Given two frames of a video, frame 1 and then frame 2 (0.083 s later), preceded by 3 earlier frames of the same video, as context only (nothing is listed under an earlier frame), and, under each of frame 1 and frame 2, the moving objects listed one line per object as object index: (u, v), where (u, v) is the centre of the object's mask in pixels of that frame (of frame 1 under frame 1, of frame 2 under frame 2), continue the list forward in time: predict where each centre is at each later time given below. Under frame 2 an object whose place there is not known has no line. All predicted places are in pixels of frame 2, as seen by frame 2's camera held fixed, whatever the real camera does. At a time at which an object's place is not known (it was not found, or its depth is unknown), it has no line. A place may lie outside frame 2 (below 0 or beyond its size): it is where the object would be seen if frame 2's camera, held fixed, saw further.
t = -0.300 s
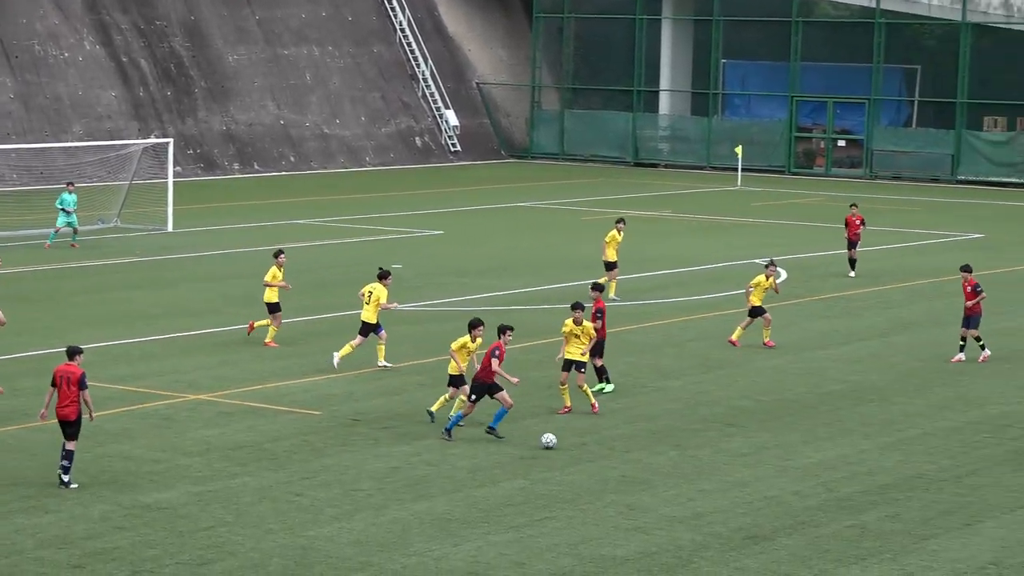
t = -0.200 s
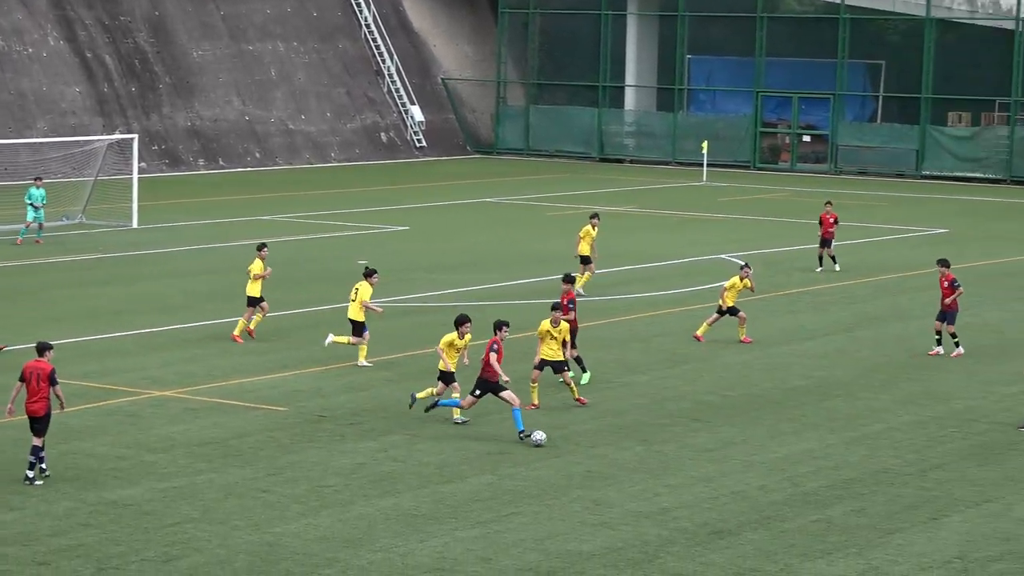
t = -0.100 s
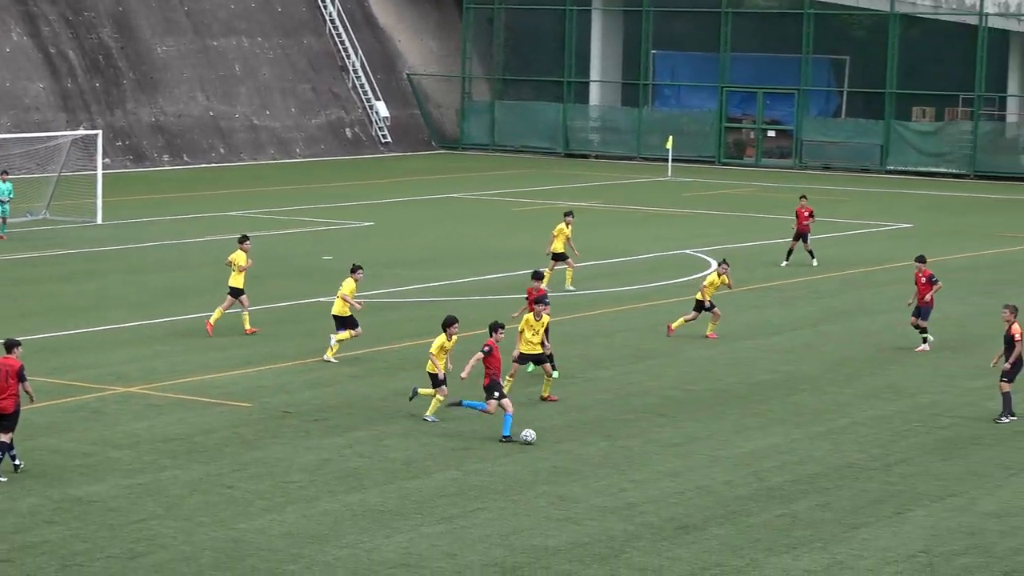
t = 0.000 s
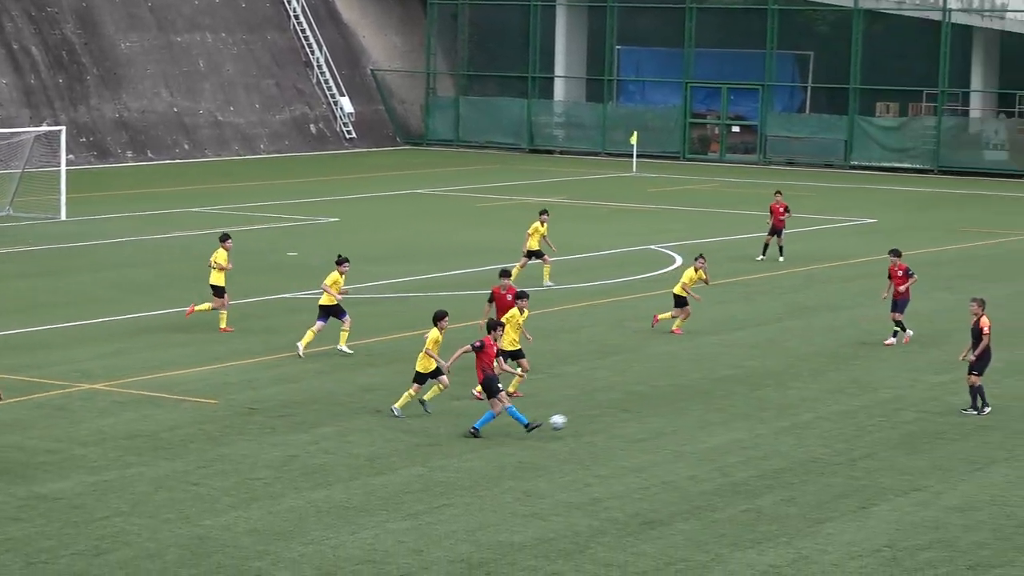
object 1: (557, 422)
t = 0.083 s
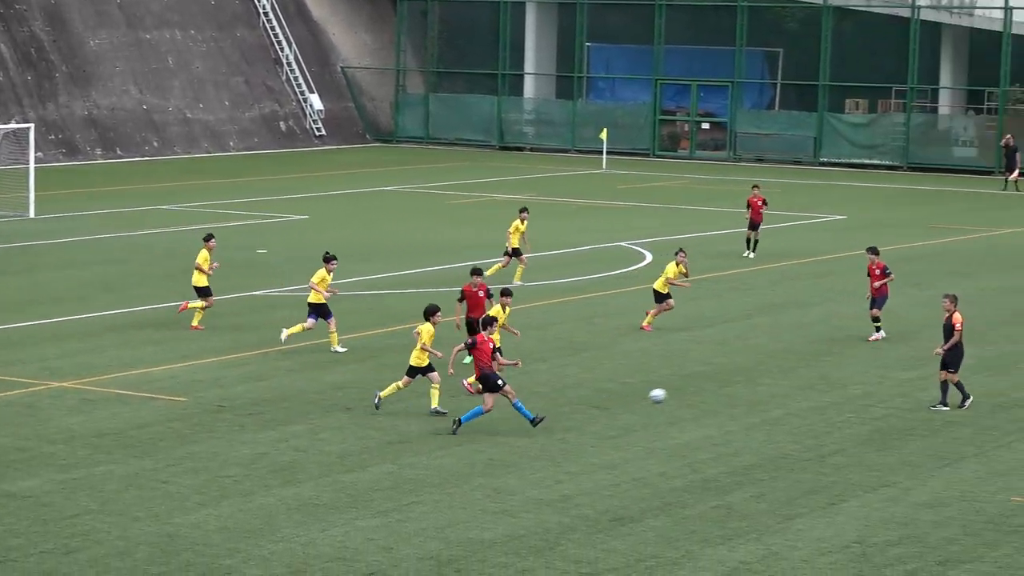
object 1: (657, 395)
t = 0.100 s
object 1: (682, 391)
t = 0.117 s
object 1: (704, 387)
